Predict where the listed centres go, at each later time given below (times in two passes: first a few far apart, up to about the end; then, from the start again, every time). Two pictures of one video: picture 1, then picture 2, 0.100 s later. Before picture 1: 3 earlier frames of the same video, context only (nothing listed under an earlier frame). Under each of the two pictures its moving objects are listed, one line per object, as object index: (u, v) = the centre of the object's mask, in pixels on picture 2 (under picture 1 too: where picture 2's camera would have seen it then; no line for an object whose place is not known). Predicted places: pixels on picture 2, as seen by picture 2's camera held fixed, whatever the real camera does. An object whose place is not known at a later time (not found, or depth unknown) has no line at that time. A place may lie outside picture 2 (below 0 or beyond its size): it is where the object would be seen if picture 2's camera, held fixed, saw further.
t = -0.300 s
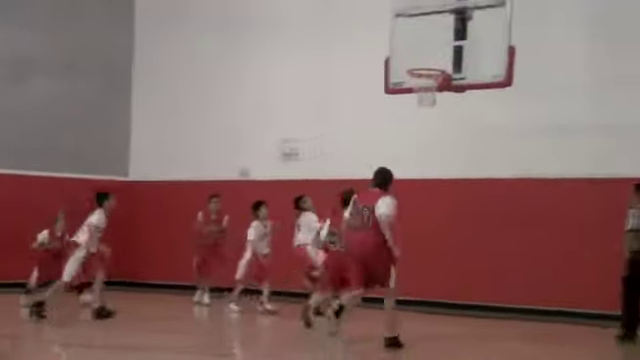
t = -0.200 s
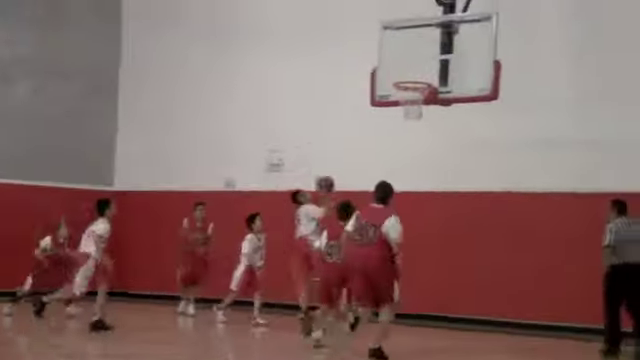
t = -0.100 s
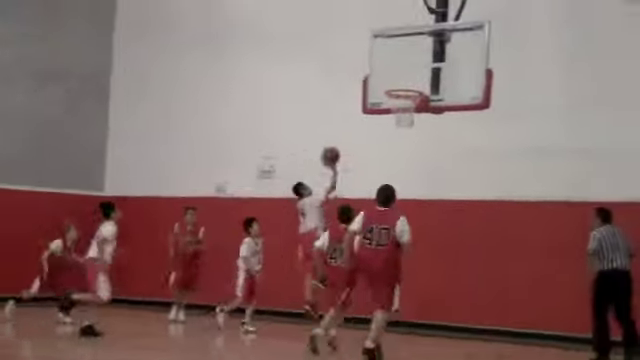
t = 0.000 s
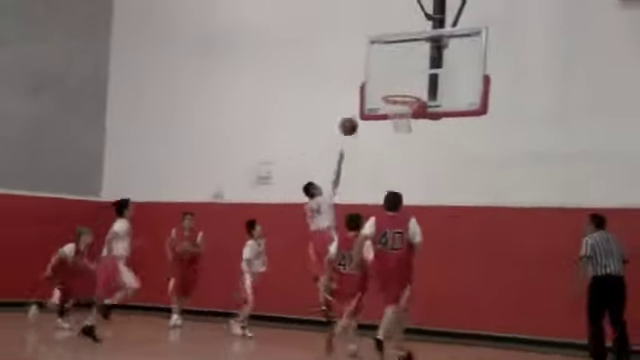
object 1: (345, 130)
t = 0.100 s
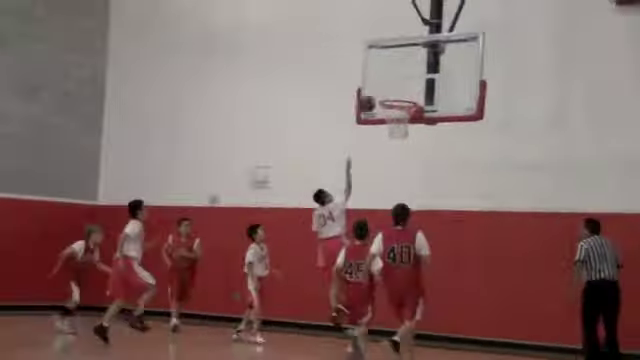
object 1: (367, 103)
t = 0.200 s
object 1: (386, 83)
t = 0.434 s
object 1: (394, 75)
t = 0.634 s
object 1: (394, 87)
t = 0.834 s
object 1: (398, 89)
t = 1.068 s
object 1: (402, 115)
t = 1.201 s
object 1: (407, 151)
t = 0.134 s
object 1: (373, 96)
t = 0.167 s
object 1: (379, 89)
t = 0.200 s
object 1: (386, 83)
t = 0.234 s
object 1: (393, 78)
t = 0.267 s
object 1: (394, 76)
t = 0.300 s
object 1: (394, 74)
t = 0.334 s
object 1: (394, 73)
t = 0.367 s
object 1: (394, 73)
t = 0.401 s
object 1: (394, 74)
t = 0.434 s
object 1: (394, 75)
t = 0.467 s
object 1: (393, 77)
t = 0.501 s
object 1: (393, 81)
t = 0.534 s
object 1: (392, 85)
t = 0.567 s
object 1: (392, 90)
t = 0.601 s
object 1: (393, 88)
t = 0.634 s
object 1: (394, 87)
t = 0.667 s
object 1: (394, 87)
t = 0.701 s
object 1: (395, 87)
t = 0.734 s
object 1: (396, 88)
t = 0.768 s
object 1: (397, 89)
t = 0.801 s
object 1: (397, 89)
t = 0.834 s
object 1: (398, 89)
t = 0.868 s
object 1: (399, 89)
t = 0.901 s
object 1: (400, 91)
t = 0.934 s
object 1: (401, 93)
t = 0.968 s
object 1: (402, 98)
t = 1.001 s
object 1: (402, 102)
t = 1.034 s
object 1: (403, 108)
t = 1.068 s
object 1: (402, 115)
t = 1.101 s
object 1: (404, 126)
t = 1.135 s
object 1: (405, 132)
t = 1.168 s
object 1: (406, 140)
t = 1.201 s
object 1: (407, 151)
